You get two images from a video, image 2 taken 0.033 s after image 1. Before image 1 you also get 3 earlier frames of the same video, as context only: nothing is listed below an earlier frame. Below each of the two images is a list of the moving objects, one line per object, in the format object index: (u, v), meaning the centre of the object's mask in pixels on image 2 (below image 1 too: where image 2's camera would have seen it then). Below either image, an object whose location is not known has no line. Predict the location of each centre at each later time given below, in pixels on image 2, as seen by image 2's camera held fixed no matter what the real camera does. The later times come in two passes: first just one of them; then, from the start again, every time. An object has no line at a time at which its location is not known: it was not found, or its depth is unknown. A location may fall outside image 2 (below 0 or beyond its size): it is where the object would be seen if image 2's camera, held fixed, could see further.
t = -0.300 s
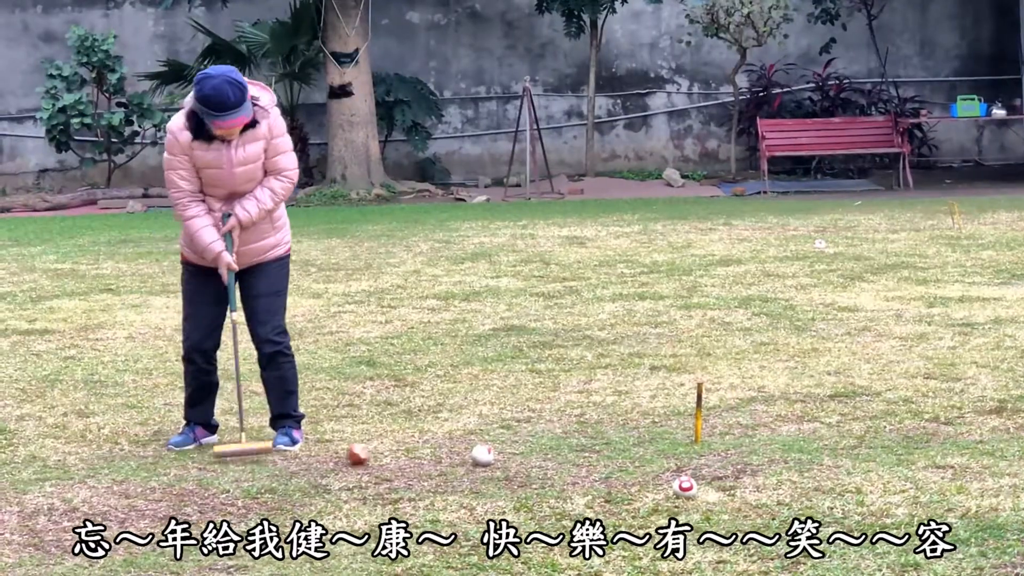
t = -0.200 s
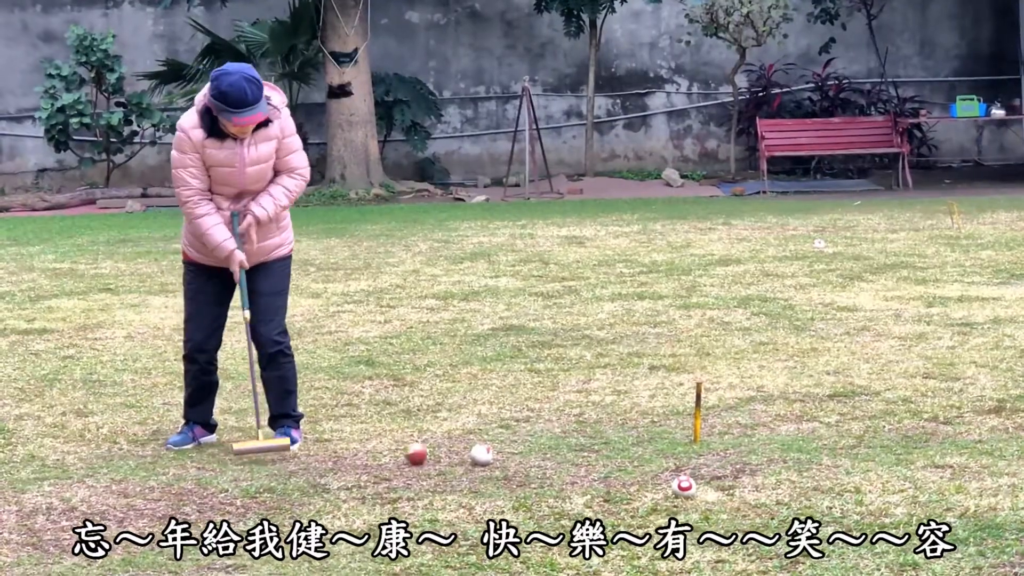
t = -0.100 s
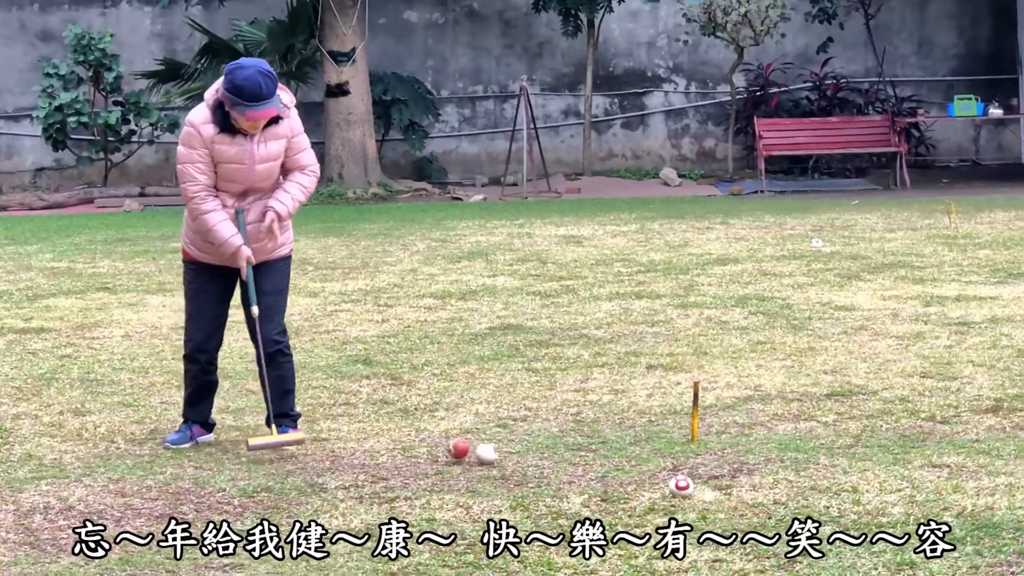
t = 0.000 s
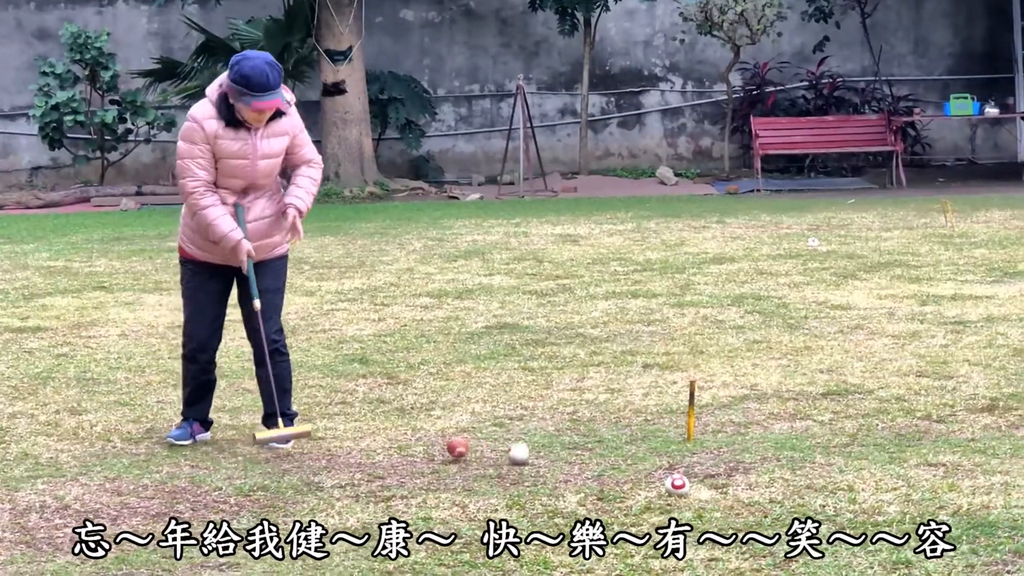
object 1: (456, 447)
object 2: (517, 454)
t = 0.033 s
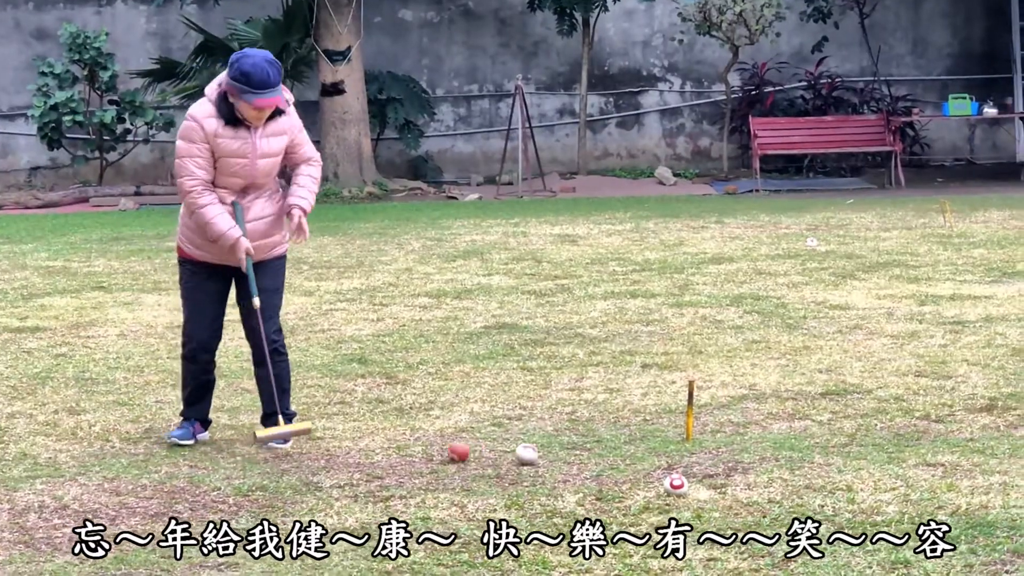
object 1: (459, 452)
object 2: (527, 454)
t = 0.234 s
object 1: (492, 453)
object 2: (586, 456)
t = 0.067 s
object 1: (464, 452)
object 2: (537, 455)
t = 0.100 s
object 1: (470, 453)
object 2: (547, 454)
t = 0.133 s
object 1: (476, 453)
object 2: (558, 454)
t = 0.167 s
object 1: (481, 453)
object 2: (566, 455)
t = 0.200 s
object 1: (487, 453)
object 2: (576, 455)
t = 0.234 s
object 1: (492, 453)
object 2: (586, 456)
